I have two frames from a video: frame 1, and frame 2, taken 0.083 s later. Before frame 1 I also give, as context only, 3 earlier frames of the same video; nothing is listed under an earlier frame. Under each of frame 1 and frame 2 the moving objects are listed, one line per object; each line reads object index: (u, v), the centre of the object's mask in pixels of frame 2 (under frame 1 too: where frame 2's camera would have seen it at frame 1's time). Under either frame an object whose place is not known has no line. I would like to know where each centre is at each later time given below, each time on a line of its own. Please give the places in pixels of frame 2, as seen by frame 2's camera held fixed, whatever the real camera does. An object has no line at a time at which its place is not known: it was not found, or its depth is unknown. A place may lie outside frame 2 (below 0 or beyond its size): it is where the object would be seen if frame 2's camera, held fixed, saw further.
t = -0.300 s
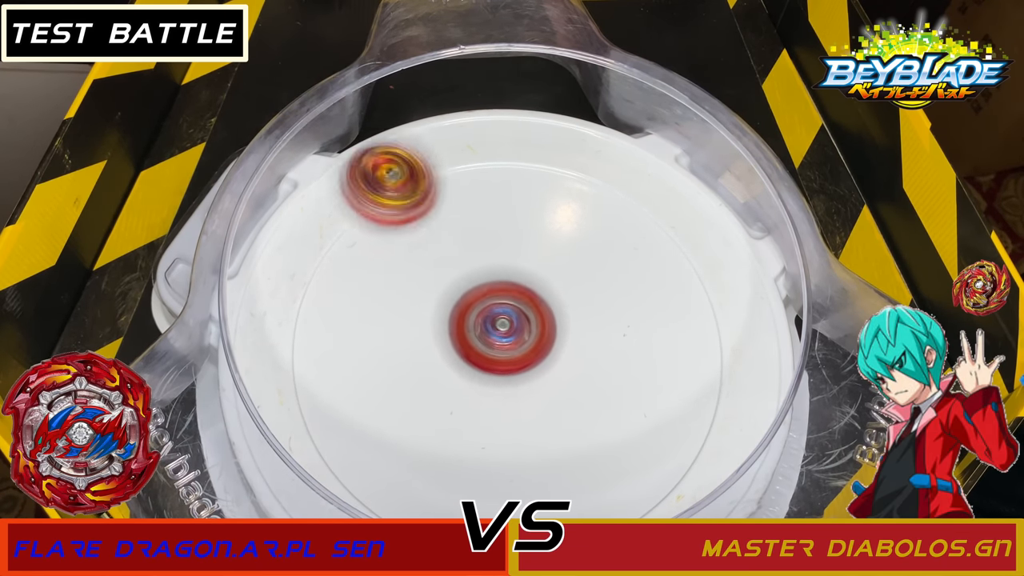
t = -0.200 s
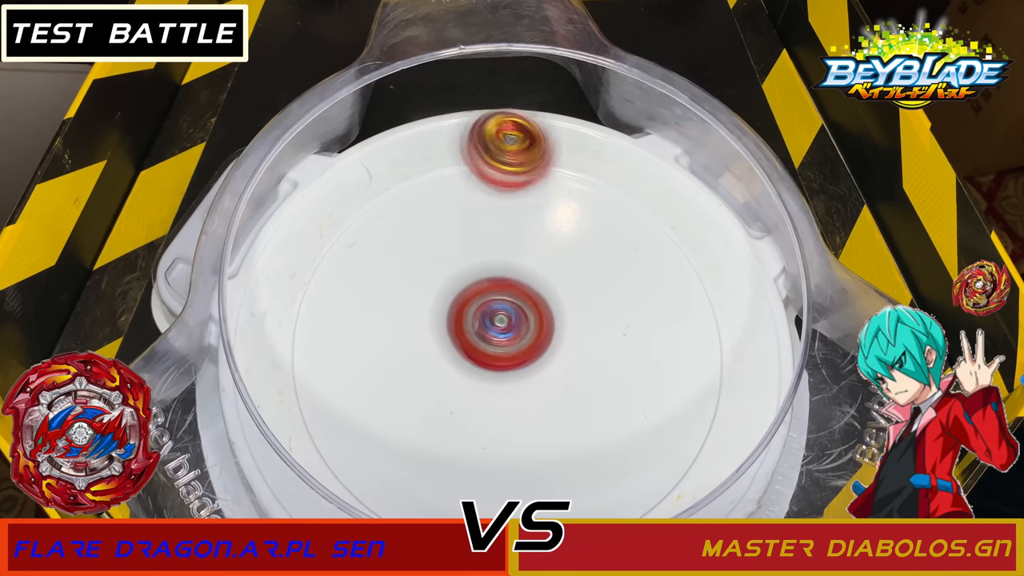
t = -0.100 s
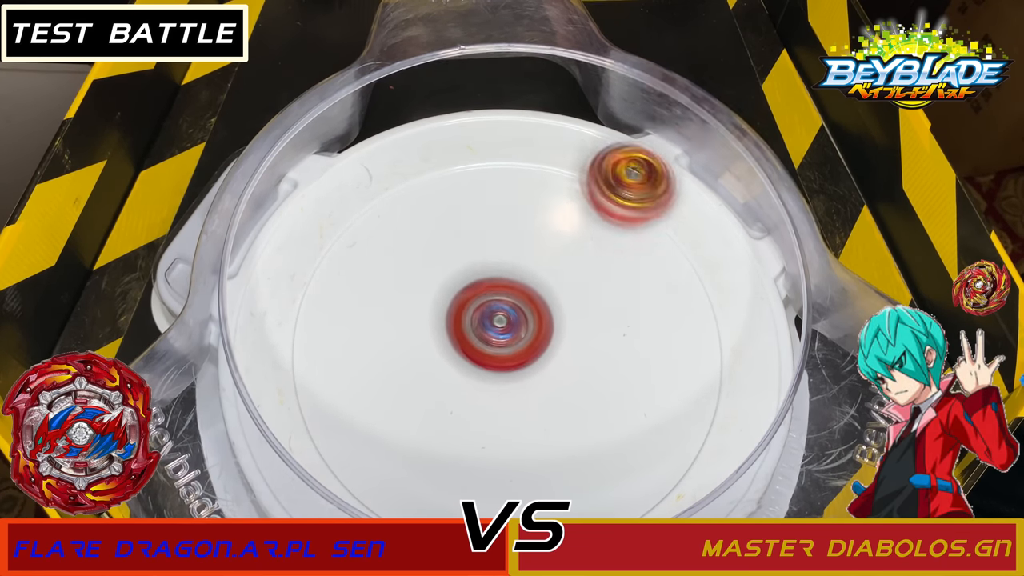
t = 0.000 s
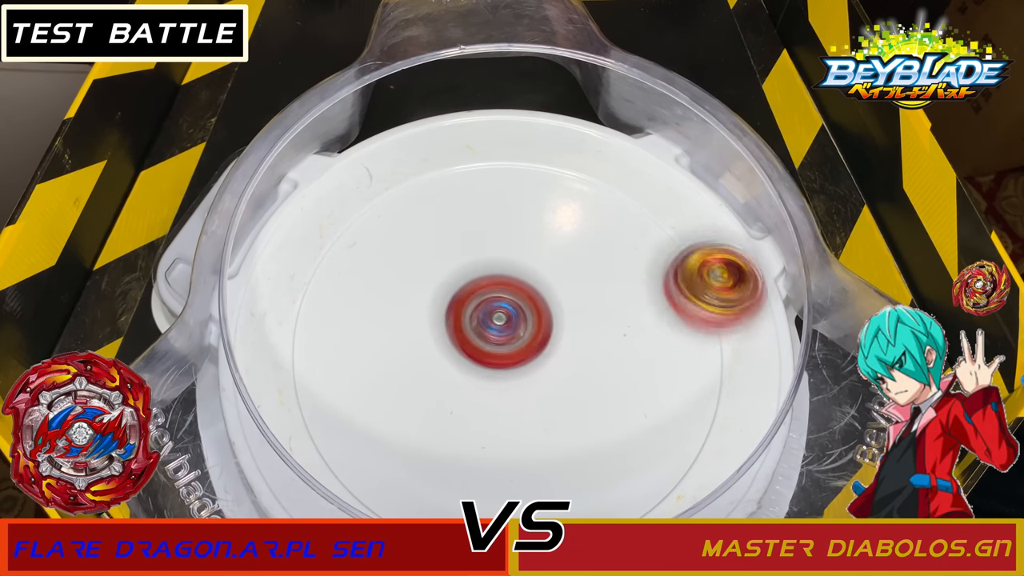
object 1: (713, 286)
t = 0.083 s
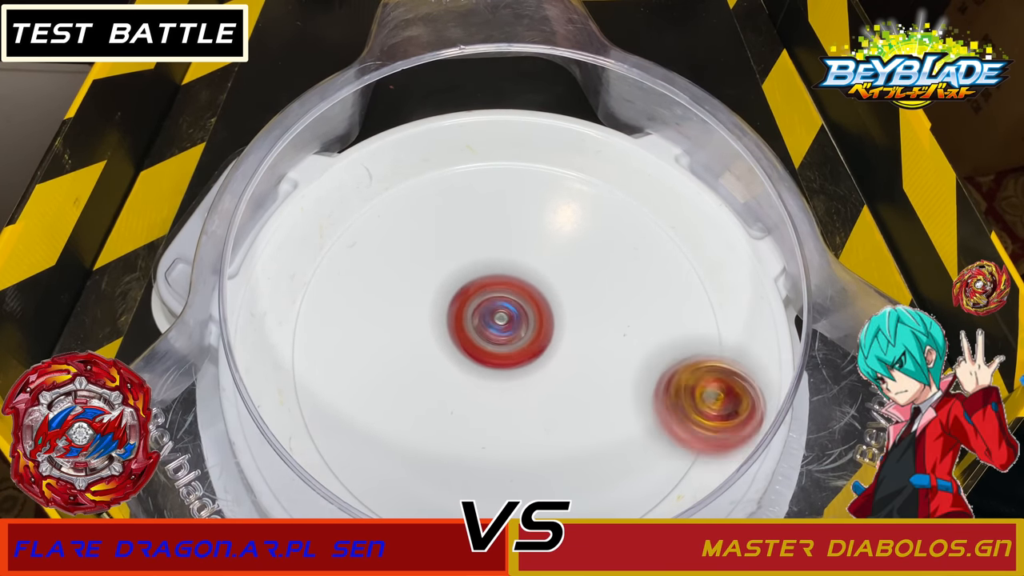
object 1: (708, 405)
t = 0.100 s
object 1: (697, 427)
